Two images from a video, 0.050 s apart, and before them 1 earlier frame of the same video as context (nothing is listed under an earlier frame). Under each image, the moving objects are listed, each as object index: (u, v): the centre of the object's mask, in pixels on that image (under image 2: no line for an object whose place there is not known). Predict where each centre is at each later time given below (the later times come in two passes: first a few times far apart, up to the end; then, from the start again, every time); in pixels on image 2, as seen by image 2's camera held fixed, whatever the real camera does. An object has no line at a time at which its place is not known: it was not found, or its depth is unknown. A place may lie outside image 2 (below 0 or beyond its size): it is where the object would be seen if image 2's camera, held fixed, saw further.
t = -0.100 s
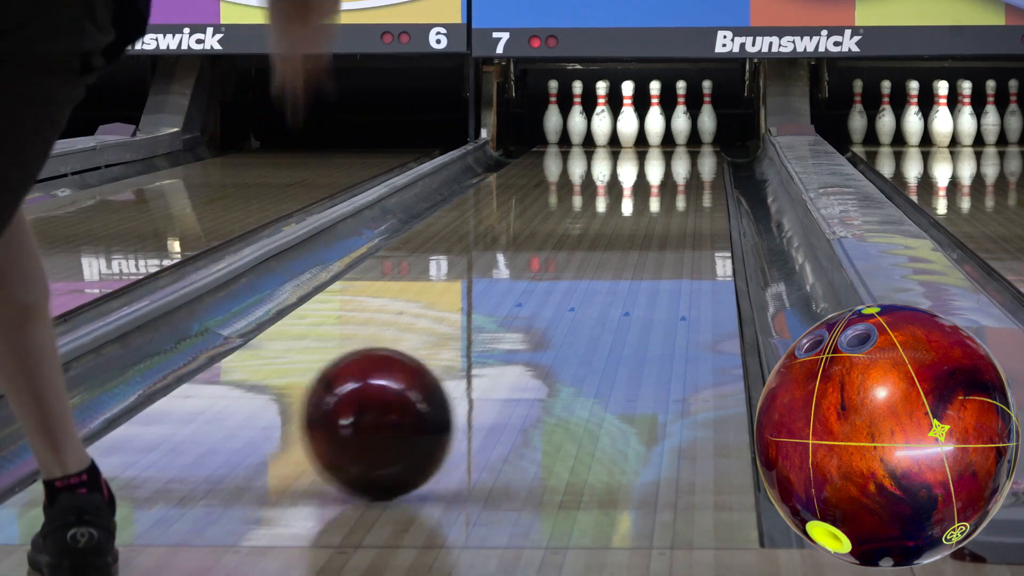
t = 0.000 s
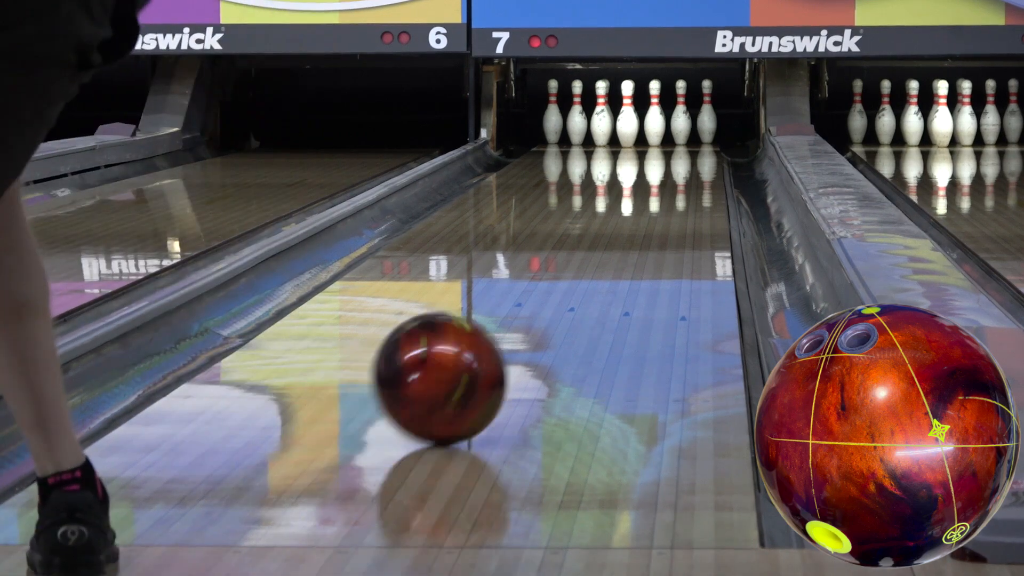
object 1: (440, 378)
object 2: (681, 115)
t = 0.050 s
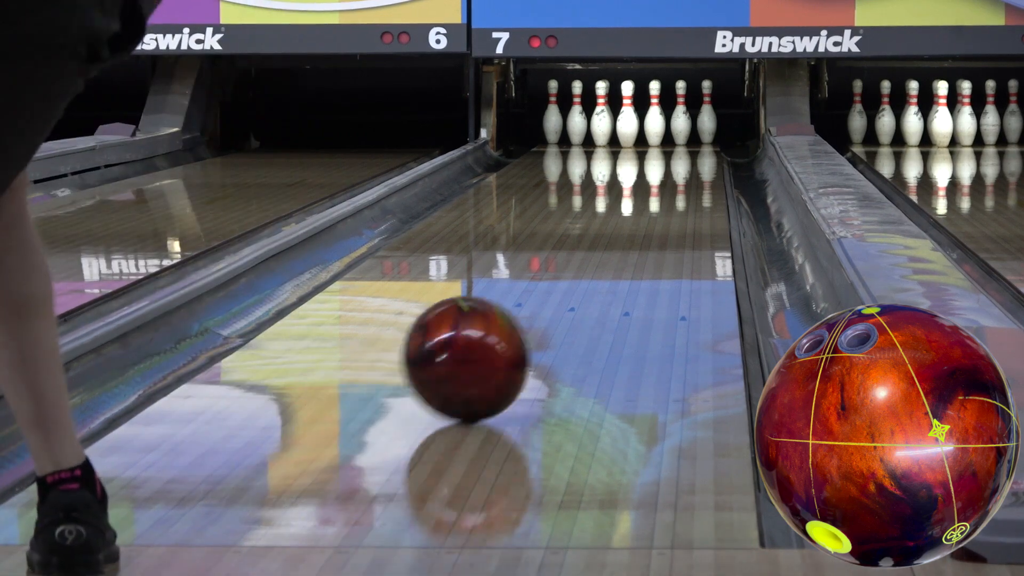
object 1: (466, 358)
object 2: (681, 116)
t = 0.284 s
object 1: (554, 293)
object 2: (681, 116)
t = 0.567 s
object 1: (619, 239)
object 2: (681, 116)
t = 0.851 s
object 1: (659, 203)
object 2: (681, 116)
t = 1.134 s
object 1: (684, 179)
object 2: (681, 116)
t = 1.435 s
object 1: (695, 160)
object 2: (681, 114)
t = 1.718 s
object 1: (686, 147)
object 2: (680, 107)
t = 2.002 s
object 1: (660, 138)
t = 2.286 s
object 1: (636, 130)
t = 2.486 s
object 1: (620, 127)
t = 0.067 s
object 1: (474, 352)
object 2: (681, 116)
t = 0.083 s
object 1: (481, 347)
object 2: (681, 116)
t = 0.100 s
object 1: (489, 341)
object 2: (681, 116)
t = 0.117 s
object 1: (496, 336)
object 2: (681, 116)
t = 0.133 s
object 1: (503, 331)
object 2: (681, 116)
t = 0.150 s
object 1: (510, 326)
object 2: (681, 116)
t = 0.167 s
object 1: (516, 322)
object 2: (681, 116)
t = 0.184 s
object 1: (522, 317)
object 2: (681, 116)
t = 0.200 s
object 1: (528, 313)
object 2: (681, 116)
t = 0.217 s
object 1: (534, 309)
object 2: (681, 116)
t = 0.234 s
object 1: (539, 305)
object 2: (681, 116)
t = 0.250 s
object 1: (544, 301)
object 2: (681, 116)
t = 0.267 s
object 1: (549, 297)
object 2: (681, 116)
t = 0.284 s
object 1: (554, 293)
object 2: (681, 116)
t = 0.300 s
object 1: (559, 290)
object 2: (681, 116)
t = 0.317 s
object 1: (564, 286)
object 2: (681, 116)
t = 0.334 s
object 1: (568, 282)
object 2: (681, 116)
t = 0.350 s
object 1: (573, 278)
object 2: (681, 116)
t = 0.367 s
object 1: (577, 274)
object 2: (681, 116)
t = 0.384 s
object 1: (581, 271)
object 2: (681, 116)
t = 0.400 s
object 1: (585, 268)
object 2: (681, 116)
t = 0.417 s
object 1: (588, 265)
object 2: (681, 116)
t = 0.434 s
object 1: (592, 261)
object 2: (681, 116)
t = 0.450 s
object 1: (596, 258)
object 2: (681, 116)
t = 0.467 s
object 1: (600, 255)
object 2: (681, 116)
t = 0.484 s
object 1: (603, 253)
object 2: (681, 116)
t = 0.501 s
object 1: (607, 250)
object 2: (681, 116)
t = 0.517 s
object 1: (610, 247)
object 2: (681, 116)
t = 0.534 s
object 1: (613, 244)
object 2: (681, 116)
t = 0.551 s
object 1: (616, 241)
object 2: (681, 116)
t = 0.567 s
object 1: (619, 239)
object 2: (681, 116)
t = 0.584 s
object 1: (622, 236)
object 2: (681, 116)
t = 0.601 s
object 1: (625, 234)
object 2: (681, 116)
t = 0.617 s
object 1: (628, 232)
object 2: (681, 116)
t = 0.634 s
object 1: (630, 230)
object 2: (681, 116)
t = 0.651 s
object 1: (633, 227)
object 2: (681, 116)
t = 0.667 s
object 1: (635, 225)
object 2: (681, 116)
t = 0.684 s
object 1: (638, 223)
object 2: (681, 116)
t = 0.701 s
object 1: (641, 221)
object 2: (681, 116)
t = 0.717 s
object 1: (643, 218)
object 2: (681, 116)
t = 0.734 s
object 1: (646, 216)
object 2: (681, 116)
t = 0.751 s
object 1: (648, 214)
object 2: (681, 116)
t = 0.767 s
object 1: (650, 213)
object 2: (681, 116)
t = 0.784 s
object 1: (652, 210)
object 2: (681, 116)
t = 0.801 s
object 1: (654, 209)
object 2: (681, 116)
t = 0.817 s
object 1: (655, 207)
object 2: (681, 116)
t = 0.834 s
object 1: (657, 205)
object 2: (681, 116)
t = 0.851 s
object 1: (659, 203)
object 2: (681, 116)
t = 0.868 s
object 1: (661, 202)
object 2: (681, 116)
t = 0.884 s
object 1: (663, 200)
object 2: (681, 116)
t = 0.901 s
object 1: (665, 198)
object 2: (681, 116)
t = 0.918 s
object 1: (667, 197)
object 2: (681, 116)
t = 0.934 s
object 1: (668, 195)
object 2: (681, 116)
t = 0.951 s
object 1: (670, 194)
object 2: (681, 116)
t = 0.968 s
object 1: (671, 192)
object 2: (681, 116)
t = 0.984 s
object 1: (673, 191)
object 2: (681, 116)
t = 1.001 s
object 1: (674, 189)
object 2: (681, 116)
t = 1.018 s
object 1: (675, 188)
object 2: (681, 116)
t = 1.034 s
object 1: (677, 186)
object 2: (681, 116)
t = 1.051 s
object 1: (678, 185)
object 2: (681, 116)
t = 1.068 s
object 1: (679, 184)
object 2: (681, 116)
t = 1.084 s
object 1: (681, 182)
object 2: (681, 116)
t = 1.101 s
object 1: (682, 181)
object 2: (681, 116)
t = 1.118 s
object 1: (683, 180)
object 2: (681, 116)
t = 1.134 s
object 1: (684, 179)
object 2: (681, 116)
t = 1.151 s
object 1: (685, 178)
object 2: (681, 116)
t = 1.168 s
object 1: (686, 177)
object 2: (681, 116)
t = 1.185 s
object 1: (687, 175)
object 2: (681, 116)
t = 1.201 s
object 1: (687, 174)
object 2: (681, 116)
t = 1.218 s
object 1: (688, 173)
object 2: (681, 116)
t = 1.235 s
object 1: (689, 172)
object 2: (681, 116)
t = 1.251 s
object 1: (690, 171)
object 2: (681, 116)
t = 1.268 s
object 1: (690, 170)
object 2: (681, 115)
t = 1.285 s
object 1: (691, 169)
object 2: (681, 115)
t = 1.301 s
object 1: (692, 168)
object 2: (681, 115)
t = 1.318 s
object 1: (692, 167)
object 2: (681, 115)
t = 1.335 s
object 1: (693, 166)
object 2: (681, 115)
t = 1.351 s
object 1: (693, 165)
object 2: (681, 115)
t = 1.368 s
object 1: (693, 164)
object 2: (681, 114)
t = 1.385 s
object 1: (694, 163)
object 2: (681, 114)
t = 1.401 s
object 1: (694, 162)
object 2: (681, 114)
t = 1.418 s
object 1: (694, 161)
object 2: (681, 114)
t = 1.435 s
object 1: (695, 160)
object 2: (681, 114)
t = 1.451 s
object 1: (695, 159)
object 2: (681, 113)
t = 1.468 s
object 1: (695, 159)
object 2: (681, 113)
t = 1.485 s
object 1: (695, 158)
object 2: (681, 113)
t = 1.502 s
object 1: (695, 157)
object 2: (680, 113)
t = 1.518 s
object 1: (695, 156)
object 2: (680, 112)
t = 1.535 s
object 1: (694, 155)
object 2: (680, 112)
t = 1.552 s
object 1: (694, 154)
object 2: (680, 112)
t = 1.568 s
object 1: (694, 154)
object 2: (680, 111)
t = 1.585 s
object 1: (693, 153)
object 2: (680, 111)
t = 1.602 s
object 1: (693, 152)
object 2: (680, 110)
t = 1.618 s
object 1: (692, 151)
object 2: (680, 110)
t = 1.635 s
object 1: (691, 151)
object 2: (680, 109)
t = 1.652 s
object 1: (691, 150)
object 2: (680, 109)
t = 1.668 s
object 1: (690, 149)
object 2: (680, 108)
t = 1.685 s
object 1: (689, 149)
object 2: (680, 108)
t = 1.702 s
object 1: (688, 148)
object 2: (680, 107)
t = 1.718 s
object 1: (686, 147)
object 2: (680, 107)
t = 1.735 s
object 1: (685, 147)
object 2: (681, 106)
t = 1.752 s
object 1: (684, 146)
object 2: (681, 106)
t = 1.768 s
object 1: (683, 145)
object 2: (681, 105)
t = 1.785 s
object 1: (681, 145)
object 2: (681, 105)
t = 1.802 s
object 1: (680, 144)
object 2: (681, 104)
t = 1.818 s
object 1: (679, 144)
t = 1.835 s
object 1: (677, 143)
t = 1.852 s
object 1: (675, 143)
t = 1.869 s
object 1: (673, 142)
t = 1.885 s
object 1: (671, 141)
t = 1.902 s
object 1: (670, 141)
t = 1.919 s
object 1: (668, 140)
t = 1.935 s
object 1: (667, 140)
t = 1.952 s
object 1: (665, 139)
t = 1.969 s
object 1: (663, 139)
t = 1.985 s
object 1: (661, 138)
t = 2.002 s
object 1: (660, 138)
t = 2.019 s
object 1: (659, 138)
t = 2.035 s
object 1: (658, 137)
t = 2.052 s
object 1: (656, 137)
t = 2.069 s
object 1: (654, 136)
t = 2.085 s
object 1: (652, 135)
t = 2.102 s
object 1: (650, 135)
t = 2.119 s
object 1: (650, 134)
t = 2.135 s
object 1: (648, 134)
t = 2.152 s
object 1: (647, 133)
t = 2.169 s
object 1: (645, 133)
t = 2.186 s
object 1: (644, 133)
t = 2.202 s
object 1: (642, 132)
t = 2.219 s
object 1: (641, 132)
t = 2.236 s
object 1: (640, 131)
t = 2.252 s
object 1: (638, 131)
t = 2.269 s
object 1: (637, 130)
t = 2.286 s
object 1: (636, 130)
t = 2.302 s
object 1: (634, 130)
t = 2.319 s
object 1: (633, 129)
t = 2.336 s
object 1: (633, 129)
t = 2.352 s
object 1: (633, 129)
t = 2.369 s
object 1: (632, 128)
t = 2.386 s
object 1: (632, 128)
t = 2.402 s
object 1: (630, 128)
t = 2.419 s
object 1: (628, 128)
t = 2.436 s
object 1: (626, 127)
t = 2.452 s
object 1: (624, 127)
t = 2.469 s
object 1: (622, 127)
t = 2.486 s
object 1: (620, 127)
